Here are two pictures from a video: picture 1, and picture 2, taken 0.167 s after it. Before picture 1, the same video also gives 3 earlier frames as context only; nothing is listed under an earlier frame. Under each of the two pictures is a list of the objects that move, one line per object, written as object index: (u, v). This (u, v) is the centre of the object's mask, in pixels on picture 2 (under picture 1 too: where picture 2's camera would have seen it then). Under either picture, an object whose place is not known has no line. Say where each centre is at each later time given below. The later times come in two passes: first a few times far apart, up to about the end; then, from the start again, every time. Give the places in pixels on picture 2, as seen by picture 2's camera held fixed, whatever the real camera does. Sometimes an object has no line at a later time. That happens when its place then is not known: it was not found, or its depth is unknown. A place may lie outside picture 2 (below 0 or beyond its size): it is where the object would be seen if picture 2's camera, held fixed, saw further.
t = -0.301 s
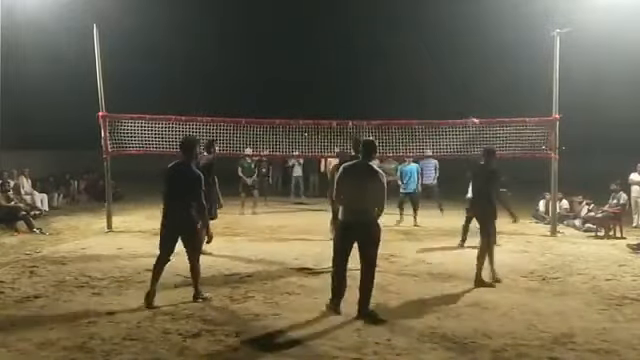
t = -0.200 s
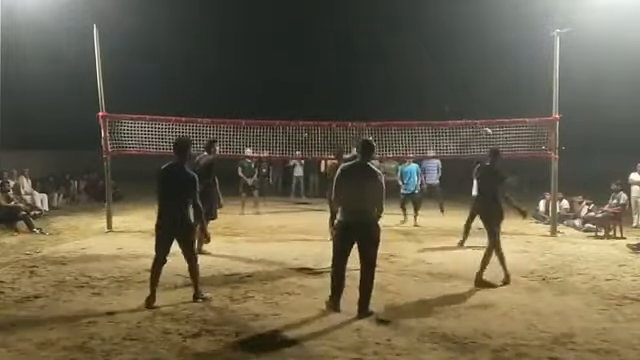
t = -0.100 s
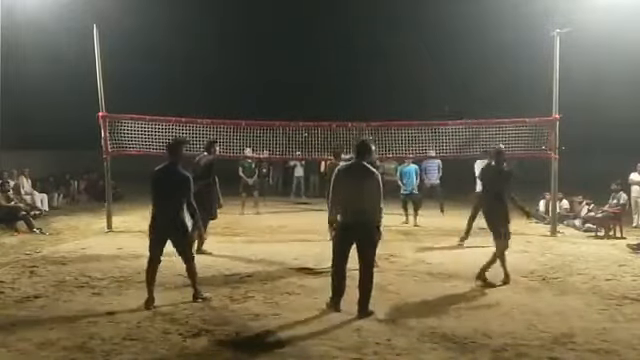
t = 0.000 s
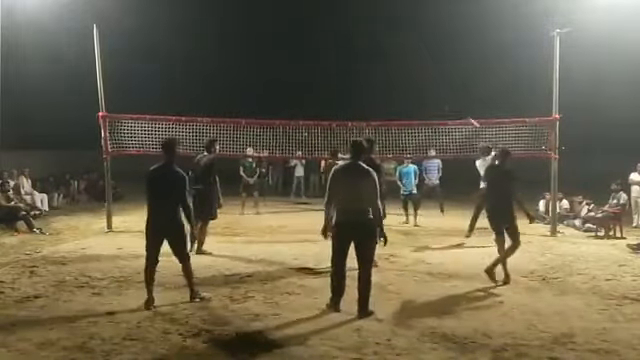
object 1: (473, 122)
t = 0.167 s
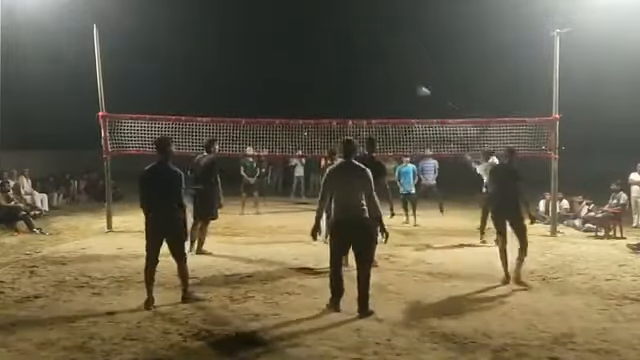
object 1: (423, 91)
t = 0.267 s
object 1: (398, 81)
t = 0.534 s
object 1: (340, 78)
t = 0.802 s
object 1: (295, 105)
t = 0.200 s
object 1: (414, 87)
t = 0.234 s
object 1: (406, 84)
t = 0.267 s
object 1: (398, 81)
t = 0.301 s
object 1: (390, 79)
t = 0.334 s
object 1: (383, 77)
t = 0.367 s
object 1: (375, 76)
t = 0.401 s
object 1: (368, 76)
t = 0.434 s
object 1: (361, 76)
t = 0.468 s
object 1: (353, 76)
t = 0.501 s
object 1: (346, 77)
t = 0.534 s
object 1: (340, 78)
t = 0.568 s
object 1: (334, 80)
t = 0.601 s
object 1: (328, 83)
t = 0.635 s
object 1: (322, 85)
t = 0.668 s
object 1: (316, 89)
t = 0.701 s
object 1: (311, 92)
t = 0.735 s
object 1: (306, 96)
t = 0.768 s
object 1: (300, 101)
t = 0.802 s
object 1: (295, 105)
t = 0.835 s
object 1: (290, 110)
